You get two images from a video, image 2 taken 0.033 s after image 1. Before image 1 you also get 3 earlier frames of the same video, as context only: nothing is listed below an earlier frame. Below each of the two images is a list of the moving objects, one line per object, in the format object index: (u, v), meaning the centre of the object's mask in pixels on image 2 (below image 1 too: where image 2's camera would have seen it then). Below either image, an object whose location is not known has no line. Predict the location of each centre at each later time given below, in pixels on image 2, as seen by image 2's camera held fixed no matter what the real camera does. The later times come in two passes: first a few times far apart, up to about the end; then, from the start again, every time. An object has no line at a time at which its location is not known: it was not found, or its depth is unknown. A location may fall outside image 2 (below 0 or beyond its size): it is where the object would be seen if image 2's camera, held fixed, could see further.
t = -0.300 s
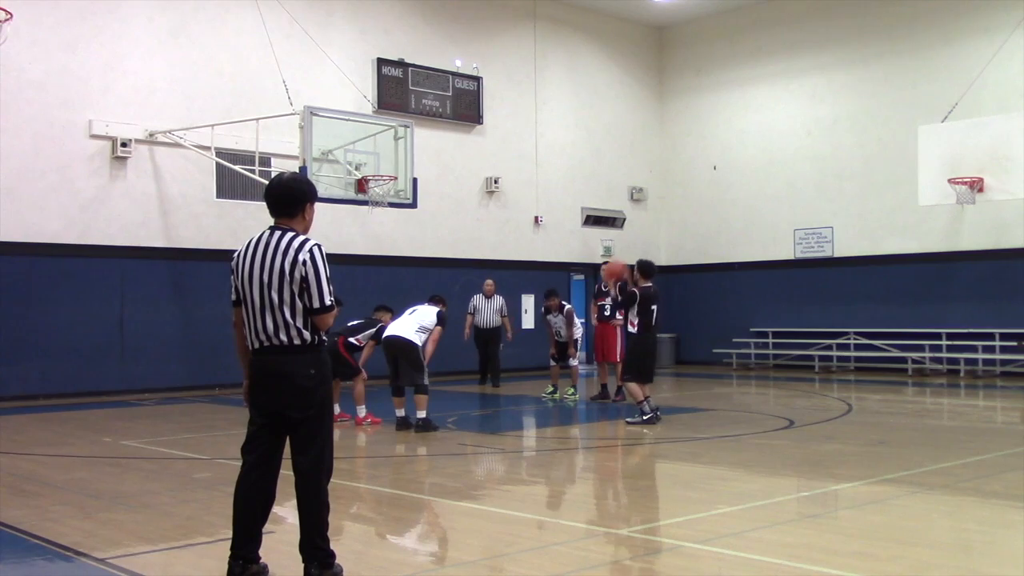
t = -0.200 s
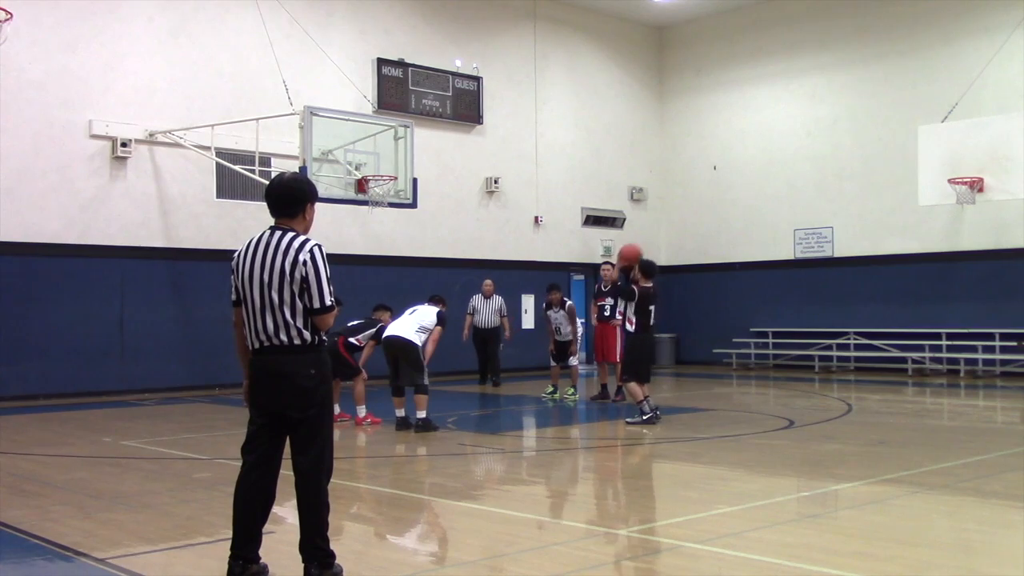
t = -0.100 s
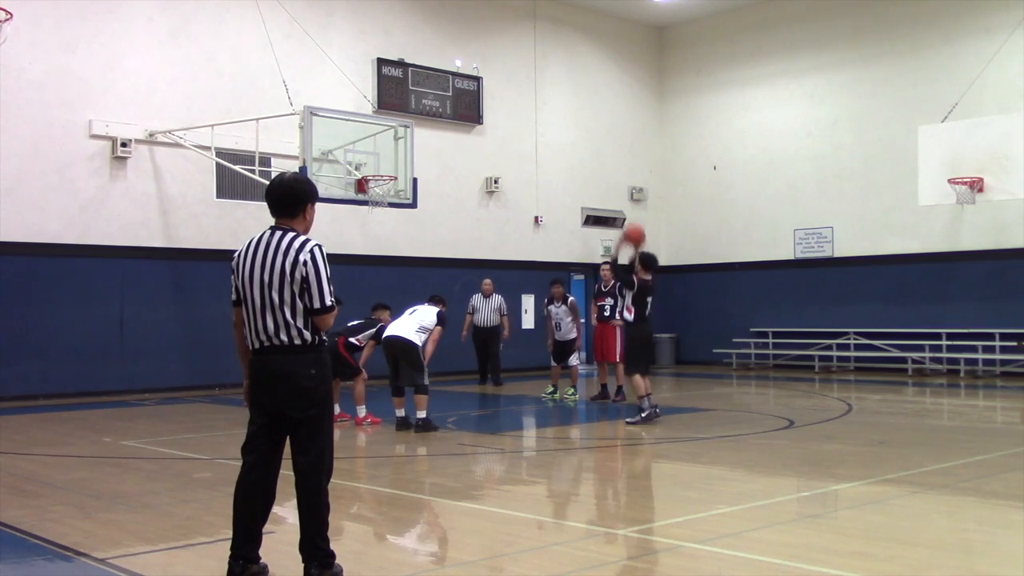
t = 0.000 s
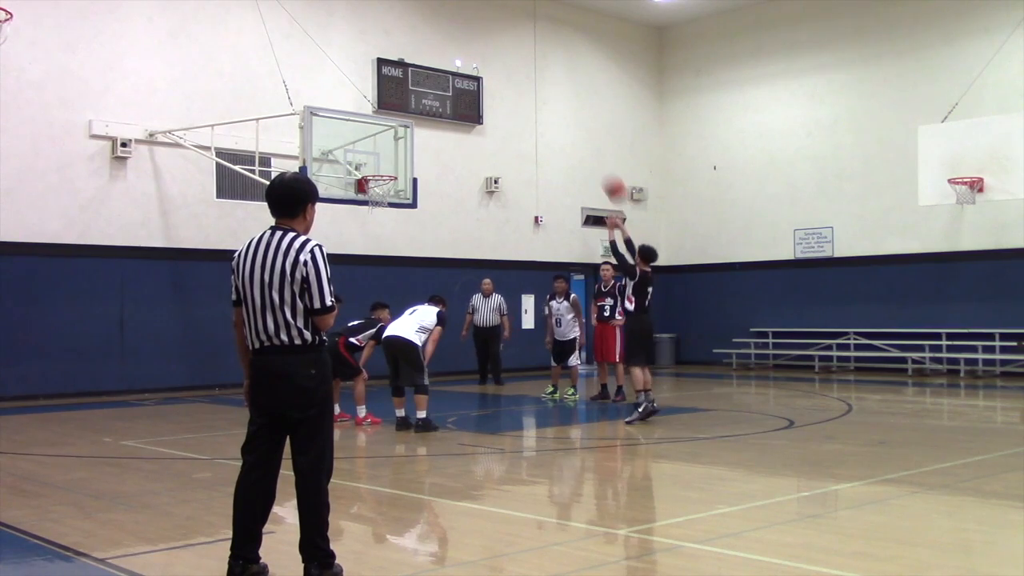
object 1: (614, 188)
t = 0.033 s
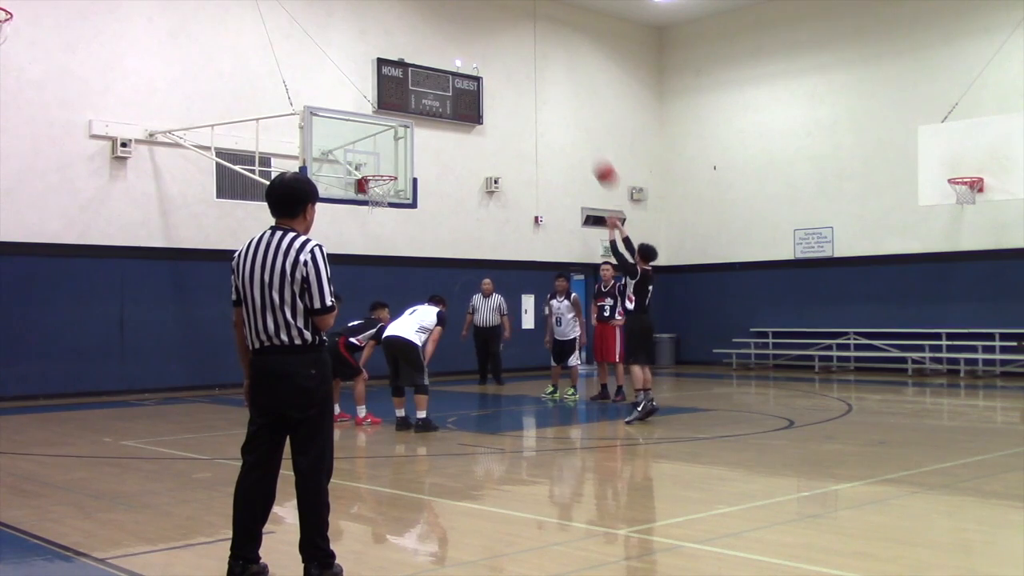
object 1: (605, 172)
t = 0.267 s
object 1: (542, 97)
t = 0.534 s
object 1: (481, 72)
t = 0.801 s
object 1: (427, 101)
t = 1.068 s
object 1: (380, 170)
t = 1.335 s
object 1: (366, 108)
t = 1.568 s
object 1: (355, 94)
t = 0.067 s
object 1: (595, 157)
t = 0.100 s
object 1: (586, 145)
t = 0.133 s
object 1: (576, 132)
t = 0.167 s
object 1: (568, 122)
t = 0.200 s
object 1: (559, 113)
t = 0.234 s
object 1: (550, 104)
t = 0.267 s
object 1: (542, 97)
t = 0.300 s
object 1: (534, 90)
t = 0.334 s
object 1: (526, 85)
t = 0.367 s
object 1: (518, 81)
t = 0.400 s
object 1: (510, 77)
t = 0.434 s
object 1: (503, 74)
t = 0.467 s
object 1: (495, 73)
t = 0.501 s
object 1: (488, 72)
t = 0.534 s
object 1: (481, 72)
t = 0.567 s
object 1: (474, 72)
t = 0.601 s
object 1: (466, 74)
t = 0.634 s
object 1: (460, 77)
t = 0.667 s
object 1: (453, 80)
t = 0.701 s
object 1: (445, 84)
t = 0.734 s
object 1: (440, 88)
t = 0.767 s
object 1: (433, 93)
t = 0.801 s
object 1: (427, 101)
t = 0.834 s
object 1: (420, 107)
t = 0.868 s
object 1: (414, 114)
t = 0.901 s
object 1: (408, 123)
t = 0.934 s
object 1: (401, 133)
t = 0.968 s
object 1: (396, 143)
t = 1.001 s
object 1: (390, 152)
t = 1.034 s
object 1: (384, 164)
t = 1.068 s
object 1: (380, 170)
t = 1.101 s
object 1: (378, 161)
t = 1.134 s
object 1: (376, 150)
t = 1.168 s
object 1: (375, 142)
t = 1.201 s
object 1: (373, 134)
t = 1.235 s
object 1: (371, 126)
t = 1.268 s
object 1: (369, 119)
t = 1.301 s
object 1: (367, 113)
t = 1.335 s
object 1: (366, 108)
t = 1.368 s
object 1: (364, 104)
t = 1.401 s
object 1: (363, 100)
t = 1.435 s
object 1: (361, 98)
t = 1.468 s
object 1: (360, 96)
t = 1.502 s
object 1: (358, 95)
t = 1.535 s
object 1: (357, 94)
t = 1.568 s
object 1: (355, 94)
